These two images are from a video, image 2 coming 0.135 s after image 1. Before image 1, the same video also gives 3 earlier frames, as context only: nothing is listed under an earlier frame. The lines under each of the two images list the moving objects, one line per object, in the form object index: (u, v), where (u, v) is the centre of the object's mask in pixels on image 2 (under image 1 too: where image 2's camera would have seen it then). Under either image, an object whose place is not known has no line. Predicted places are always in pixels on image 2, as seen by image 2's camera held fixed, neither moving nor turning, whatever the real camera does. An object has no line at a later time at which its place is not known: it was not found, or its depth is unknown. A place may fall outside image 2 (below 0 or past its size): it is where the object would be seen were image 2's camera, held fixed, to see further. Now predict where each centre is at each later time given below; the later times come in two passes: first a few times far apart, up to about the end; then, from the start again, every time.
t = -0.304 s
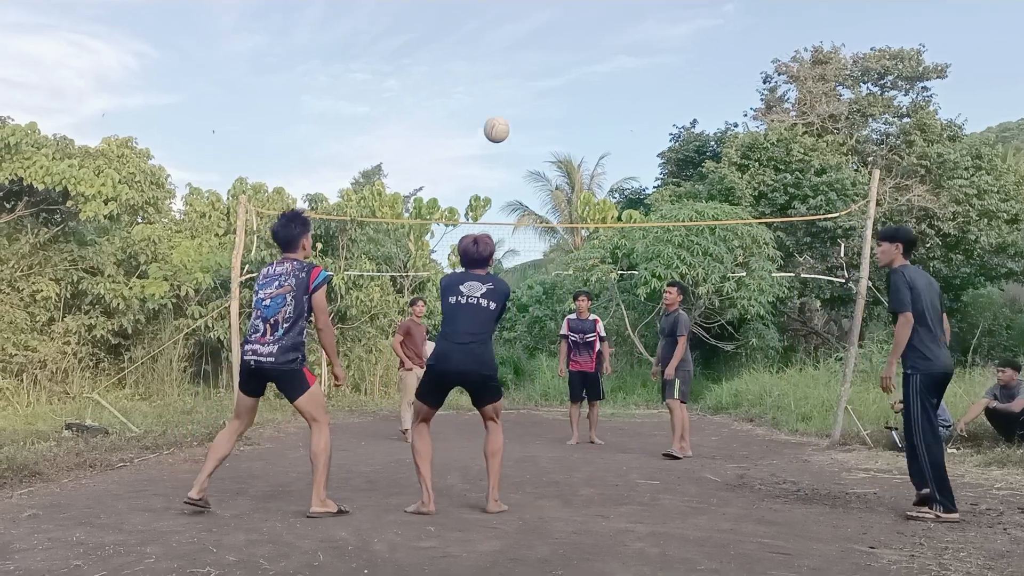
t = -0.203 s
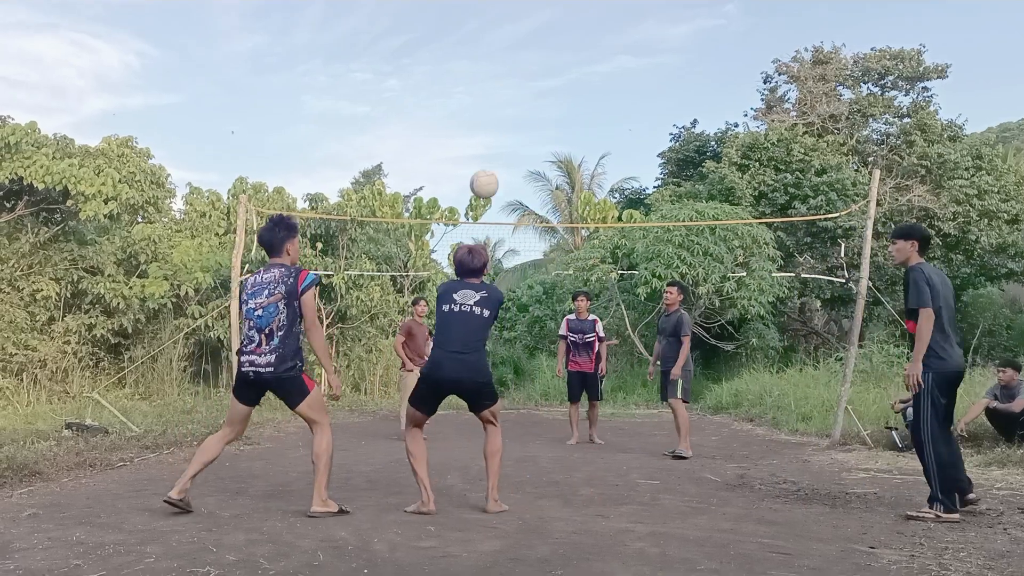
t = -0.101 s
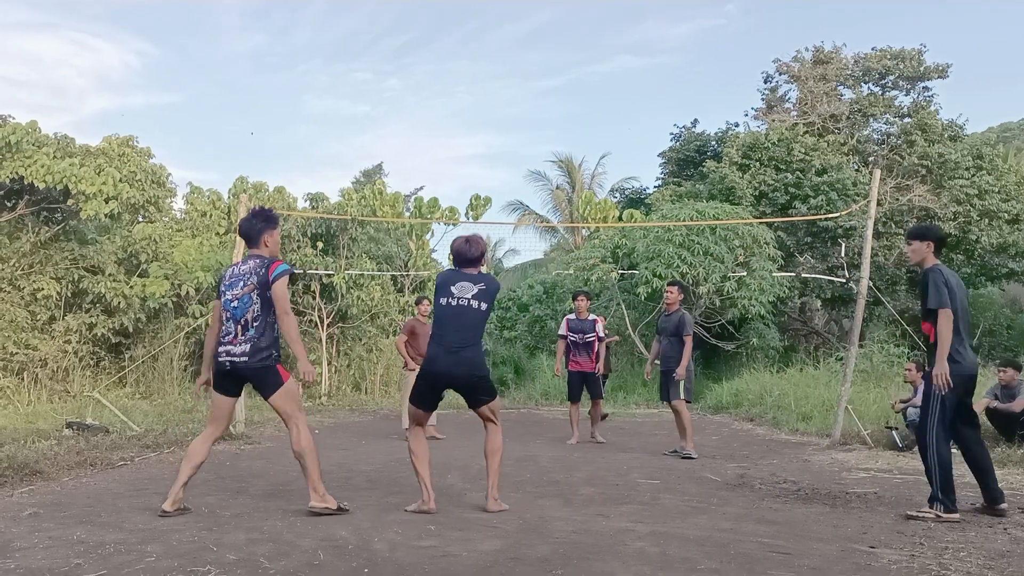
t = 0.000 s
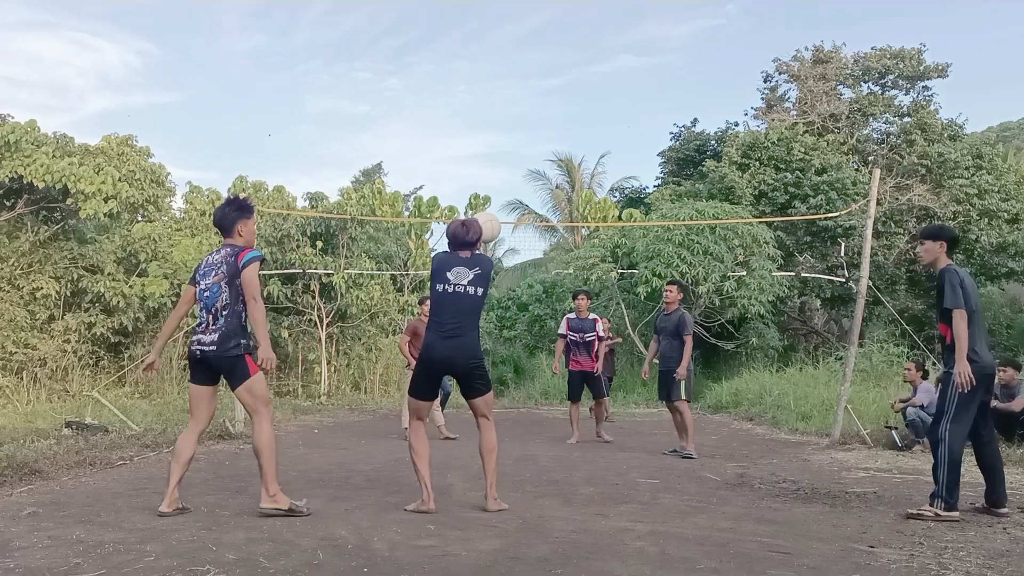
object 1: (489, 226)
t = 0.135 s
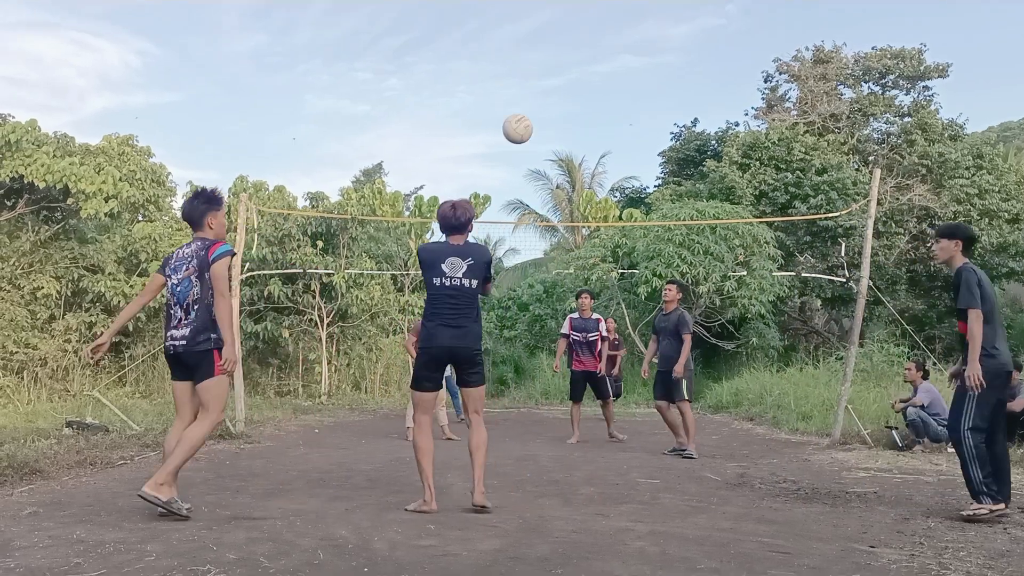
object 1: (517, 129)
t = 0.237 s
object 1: (539, 80)
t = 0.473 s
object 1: (581, 28)
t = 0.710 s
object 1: (616, 49)
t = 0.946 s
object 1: (645, 125)
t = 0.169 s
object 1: (525, 110)
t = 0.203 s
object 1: (532, 94)
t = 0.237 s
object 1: (539, 80)
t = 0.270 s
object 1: (546, 67)
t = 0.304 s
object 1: (552, 57)
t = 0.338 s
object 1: (558, 48)
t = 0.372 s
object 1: (564, 41)
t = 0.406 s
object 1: (570, 35)
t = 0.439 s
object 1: (576, 31)
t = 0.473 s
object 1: (581, 28)
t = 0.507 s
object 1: (587, 28)
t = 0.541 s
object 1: (592, 28)
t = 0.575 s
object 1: (597, 30)
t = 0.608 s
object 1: (602, 33)
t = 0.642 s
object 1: (607, 37)
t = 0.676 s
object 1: (612, 43)
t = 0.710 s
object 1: (616, 49)
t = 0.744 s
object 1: (621, 57)
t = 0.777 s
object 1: (625, 66)
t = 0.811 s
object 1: (629, 76)
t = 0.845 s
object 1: (633, 87)
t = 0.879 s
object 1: (637, 98)
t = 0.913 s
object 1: (642, 111)
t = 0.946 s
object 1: (645, 125)
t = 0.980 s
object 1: (649, 139)
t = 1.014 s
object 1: (653, 155)
